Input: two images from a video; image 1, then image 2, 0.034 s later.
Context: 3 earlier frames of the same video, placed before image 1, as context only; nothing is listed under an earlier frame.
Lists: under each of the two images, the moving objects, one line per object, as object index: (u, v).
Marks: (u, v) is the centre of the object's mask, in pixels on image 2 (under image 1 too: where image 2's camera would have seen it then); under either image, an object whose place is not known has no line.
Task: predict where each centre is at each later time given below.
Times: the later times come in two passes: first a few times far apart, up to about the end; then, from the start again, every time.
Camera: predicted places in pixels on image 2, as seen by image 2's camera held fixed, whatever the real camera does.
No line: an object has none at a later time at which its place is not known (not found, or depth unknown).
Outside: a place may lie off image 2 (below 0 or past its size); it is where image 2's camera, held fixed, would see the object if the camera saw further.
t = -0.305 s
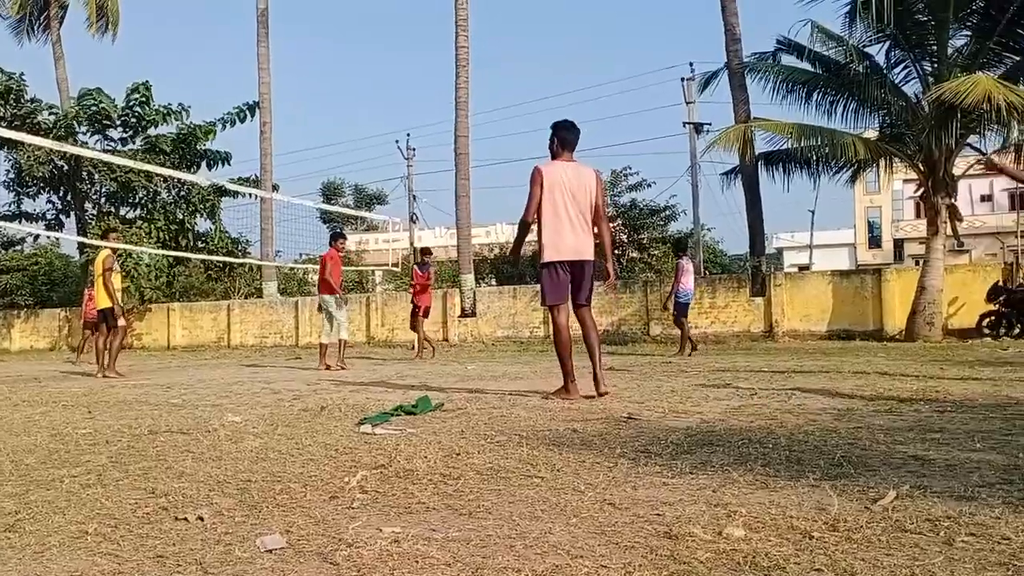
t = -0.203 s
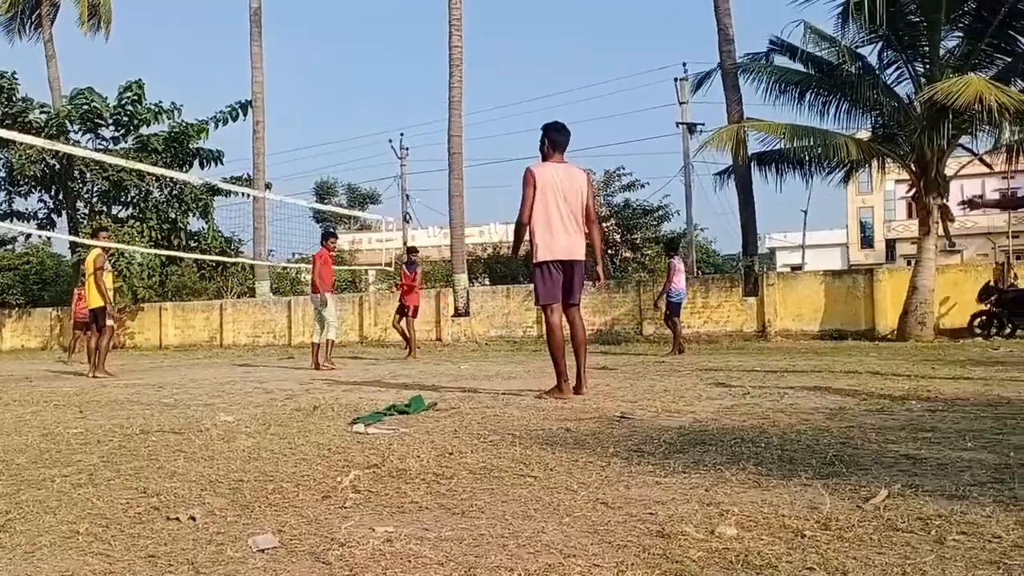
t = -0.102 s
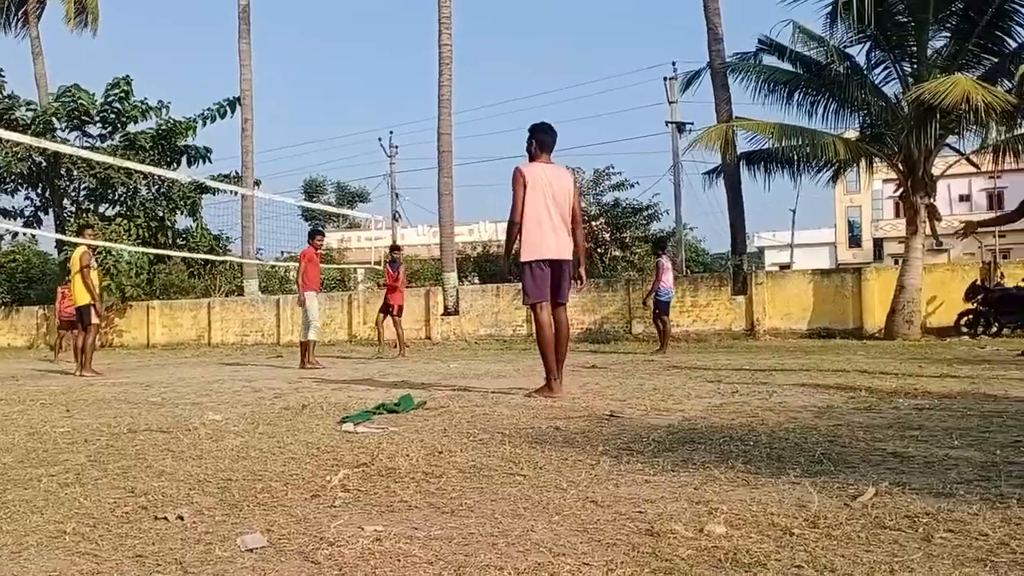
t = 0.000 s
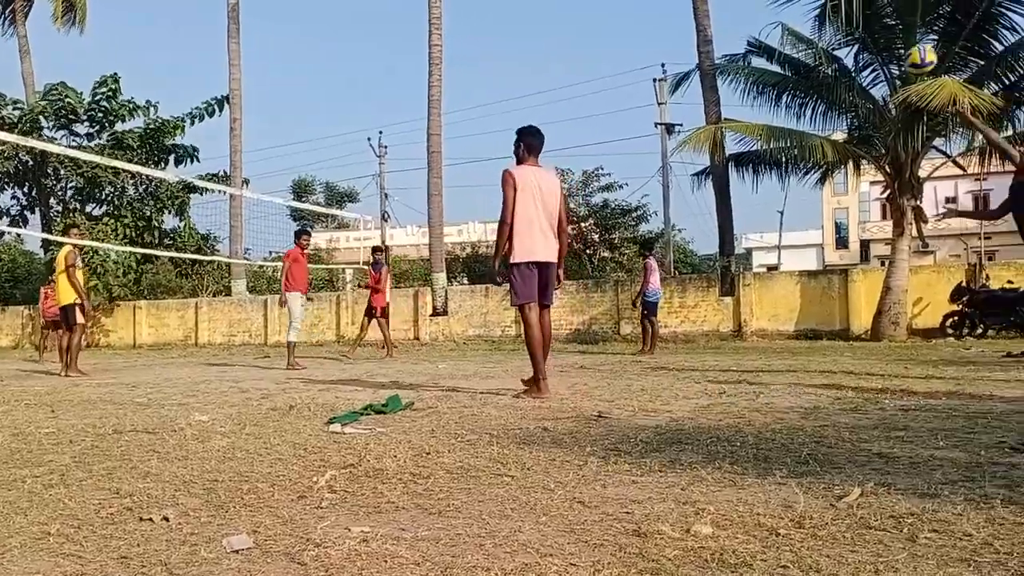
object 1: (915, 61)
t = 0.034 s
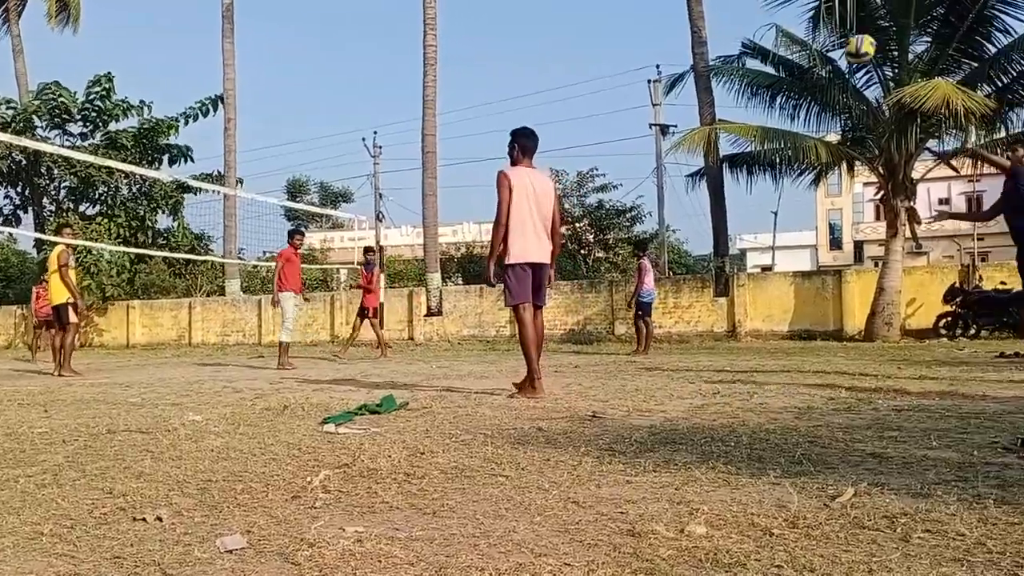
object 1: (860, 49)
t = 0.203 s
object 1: (636, 14)
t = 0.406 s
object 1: (445, 19)
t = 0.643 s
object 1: (280, 66)
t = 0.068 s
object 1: (810, 37)
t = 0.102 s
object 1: (761, 30)
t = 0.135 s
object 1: (717, 23)
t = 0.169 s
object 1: (675, 18)
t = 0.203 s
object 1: (636, 14)
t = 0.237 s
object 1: (599, 10)
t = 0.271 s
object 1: (564, 9)
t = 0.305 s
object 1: (532, 10)
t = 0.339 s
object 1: (501, 13)
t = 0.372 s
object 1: (472, 17)
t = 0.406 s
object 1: (445, 19)
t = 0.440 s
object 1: (417, 23)
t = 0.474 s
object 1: (392, 28)
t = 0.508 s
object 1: (369, 33)
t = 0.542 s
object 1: (345, 40)
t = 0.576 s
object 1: (322, 48)
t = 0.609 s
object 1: (301, 56)
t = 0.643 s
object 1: (280, 66)
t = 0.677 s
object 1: (261, 75)
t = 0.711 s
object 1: (243, 86)
